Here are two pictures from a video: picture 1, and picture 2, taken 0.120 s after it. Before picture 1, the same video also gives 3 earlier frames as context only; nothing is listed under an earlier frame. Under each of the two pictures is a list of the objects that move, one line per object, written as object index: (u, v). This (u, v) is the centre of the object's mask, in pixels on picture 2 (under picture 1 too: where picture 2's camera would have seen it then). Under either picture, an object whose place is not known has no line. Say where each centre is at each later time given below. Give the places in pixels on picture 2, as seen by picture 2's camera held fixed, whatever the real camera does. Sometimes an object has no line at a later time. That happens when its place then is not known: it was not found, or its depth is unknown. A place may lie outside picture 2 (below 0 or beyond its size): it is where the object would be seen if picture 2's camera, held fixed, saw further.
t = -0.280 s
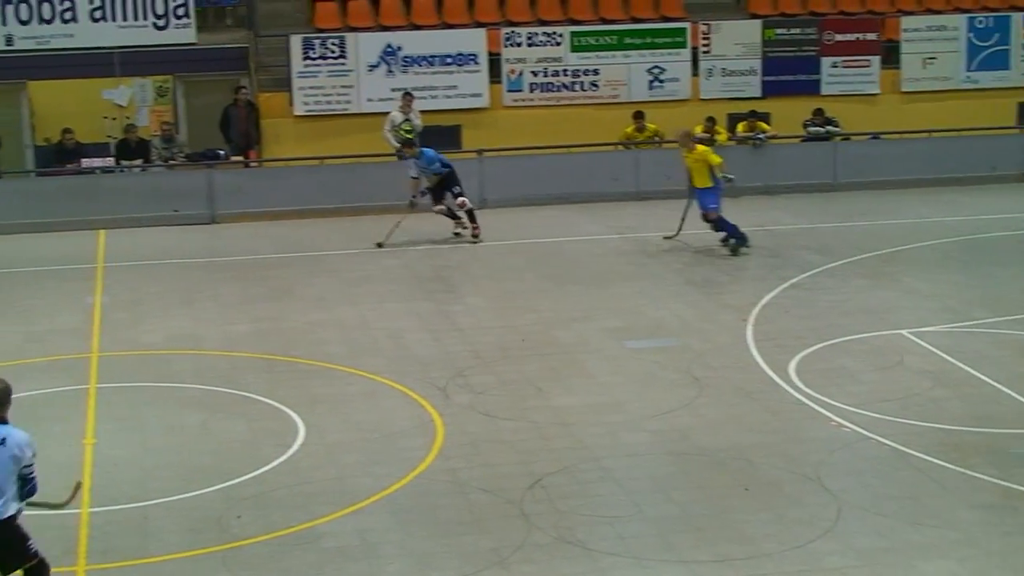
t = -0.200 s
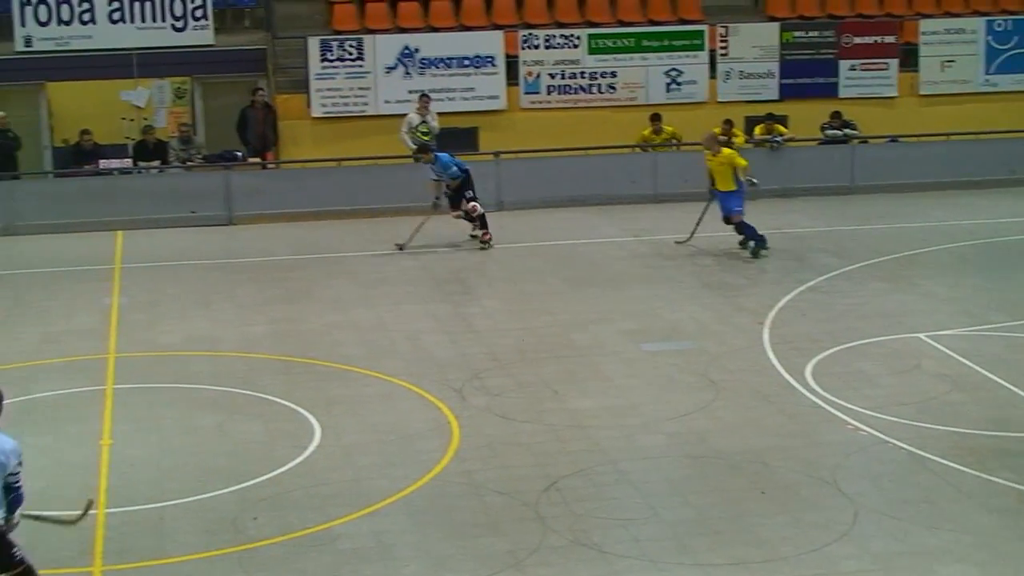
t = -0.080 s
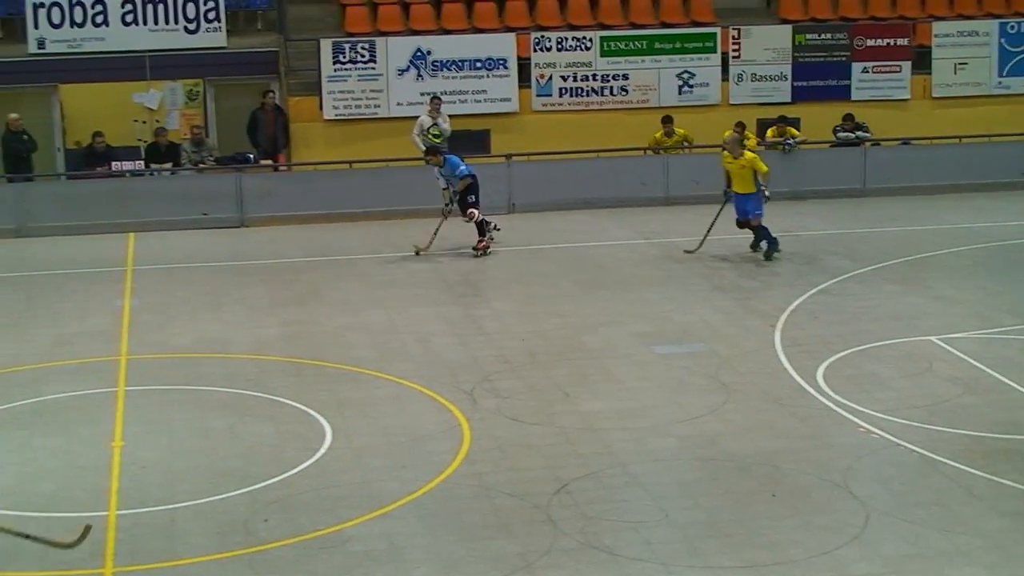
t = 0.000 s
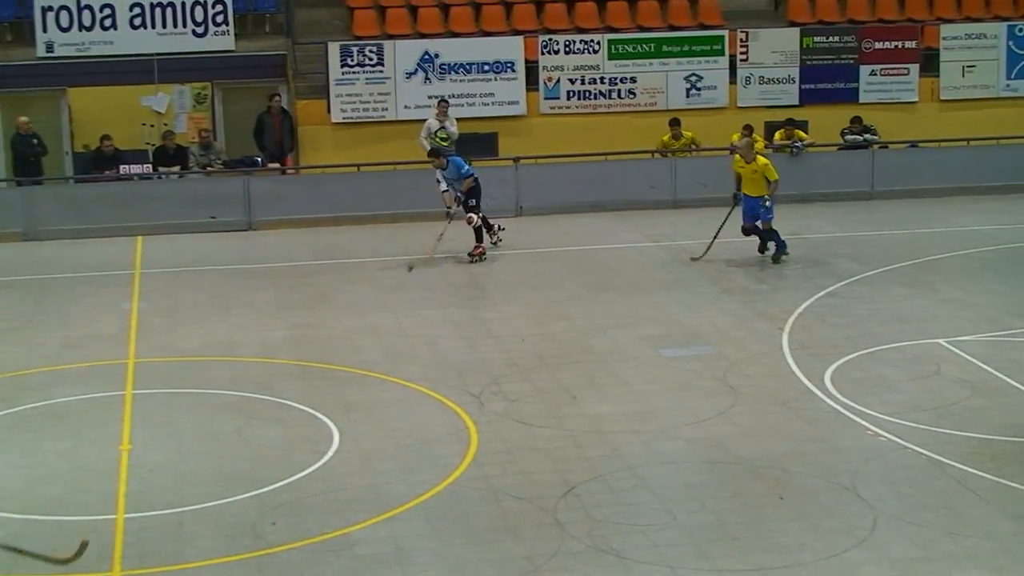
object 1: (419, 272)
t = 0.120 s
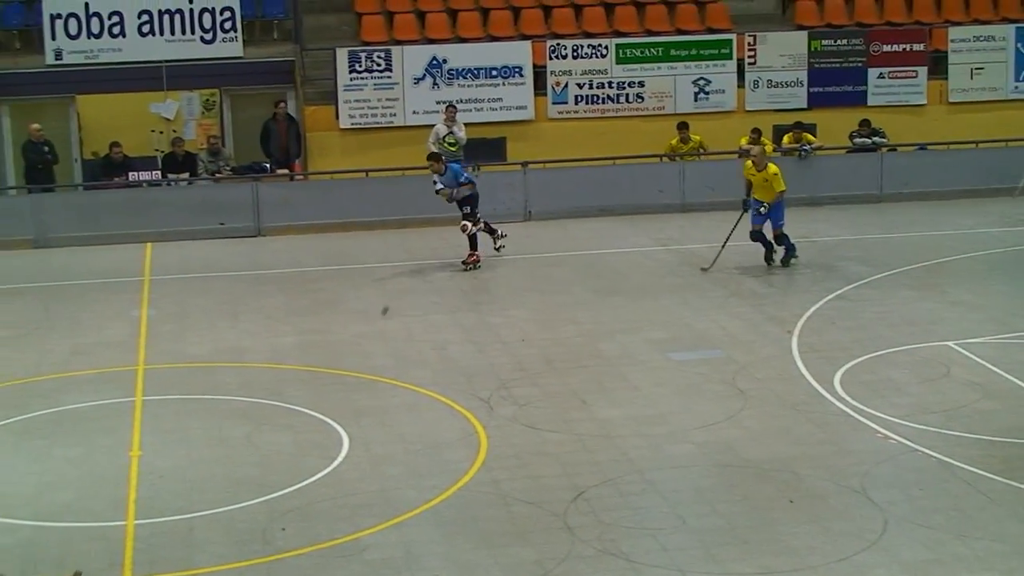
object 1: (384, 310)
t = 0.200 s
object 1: (358, 346)
